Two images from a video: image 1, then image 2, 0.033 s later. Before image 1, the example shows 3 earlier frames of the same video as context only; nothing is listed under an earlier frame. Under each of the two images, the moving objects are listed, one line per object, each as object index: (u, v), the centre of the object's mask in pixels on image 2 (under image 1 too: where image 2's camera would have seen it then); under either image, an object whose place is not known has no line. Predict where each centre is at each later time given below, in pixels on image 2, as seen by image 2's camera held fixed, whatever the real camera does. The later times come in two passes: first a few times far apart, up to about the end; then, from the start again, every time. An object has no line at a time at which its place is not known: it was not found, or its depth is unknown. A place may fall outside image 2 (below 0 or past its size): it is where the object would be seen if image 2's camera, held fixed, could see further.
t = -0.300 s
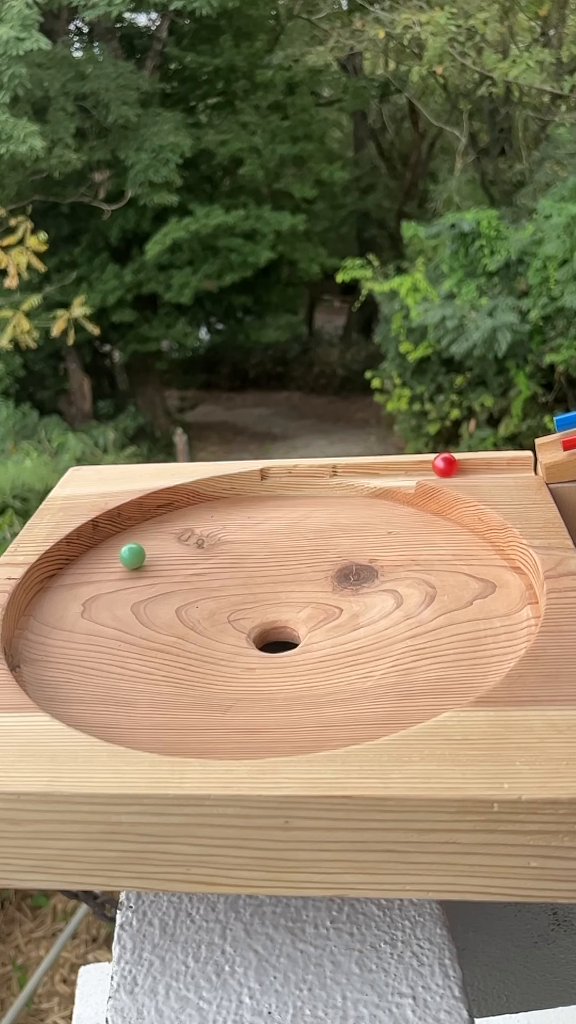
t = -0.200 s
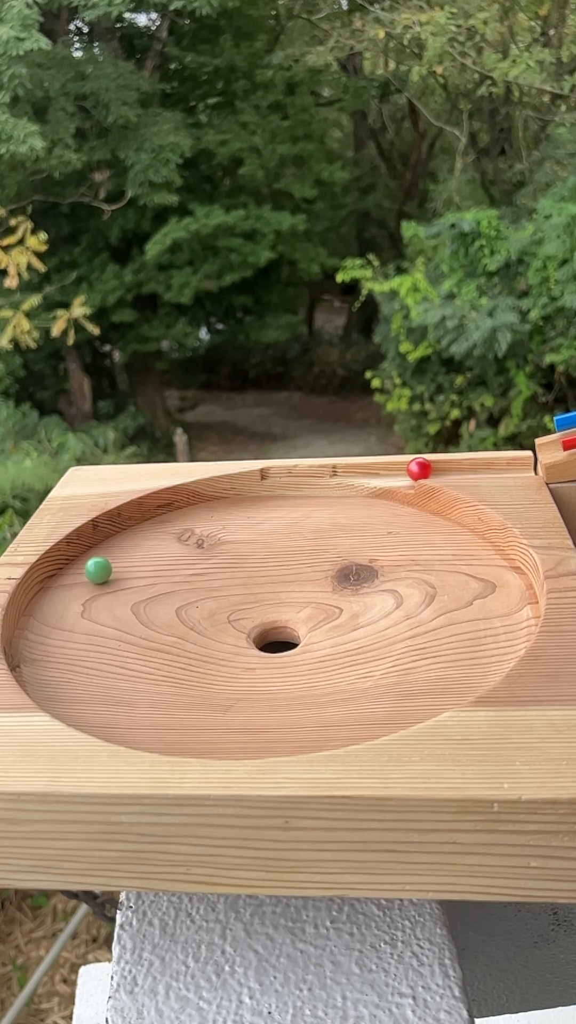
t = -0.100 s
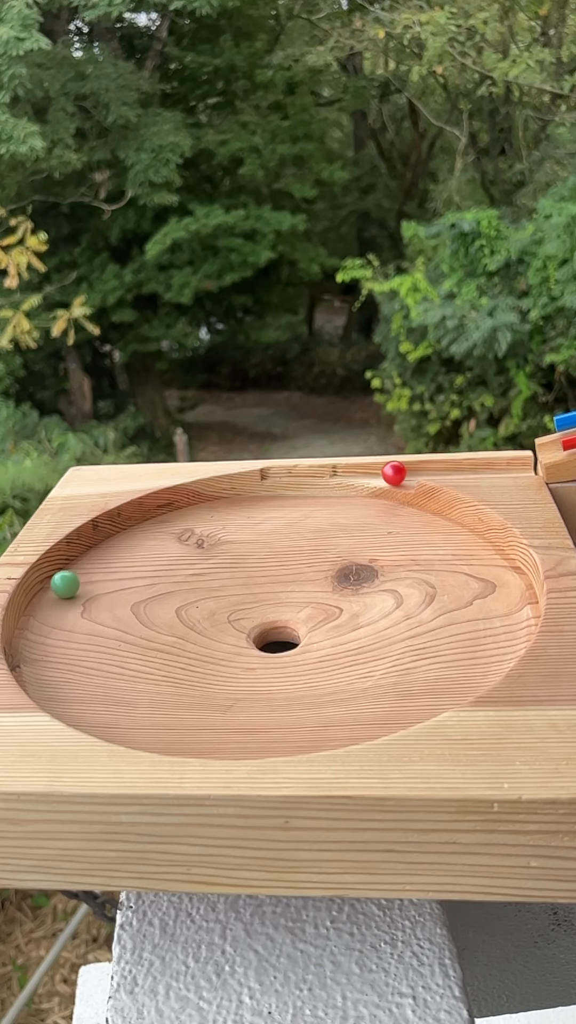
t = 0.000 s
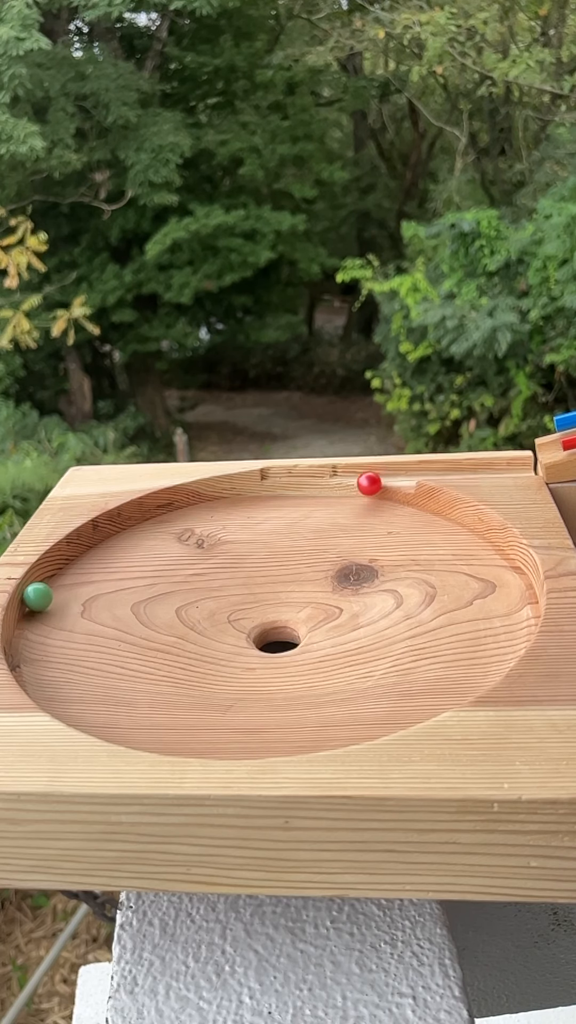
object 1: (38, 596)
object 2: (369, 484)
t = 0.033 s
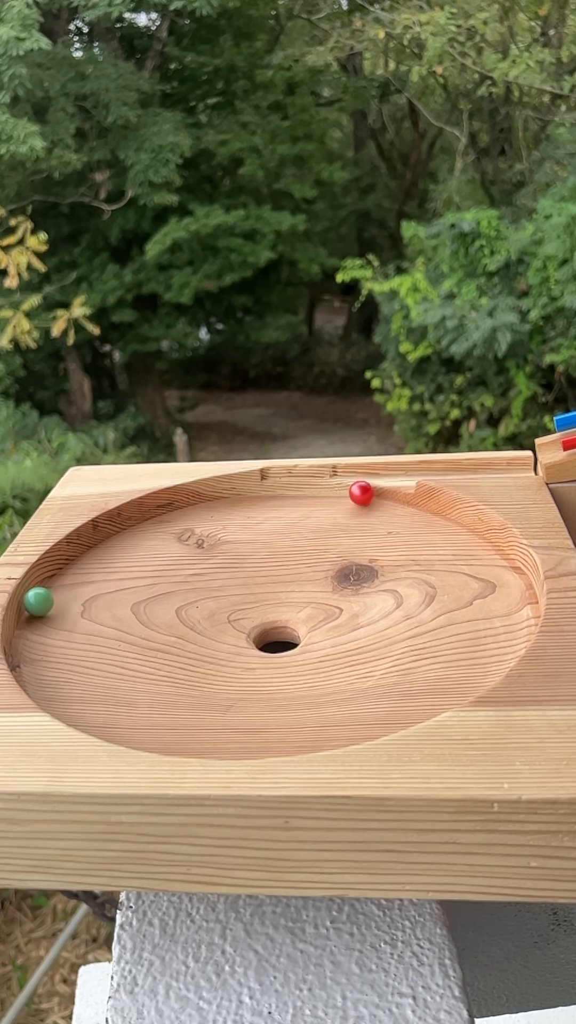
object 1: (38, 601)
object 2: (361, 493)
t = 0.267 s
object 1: (55, 639)
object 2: (295, 521)
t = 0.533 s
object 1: (114, 671)
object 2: (212, 576)
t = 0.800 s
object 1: (211, 687)
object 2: (140, 637)
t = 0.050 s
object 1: (39, 605)
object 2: (356, 493)
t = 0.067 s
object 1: (39, 607)
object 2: (352, 494)
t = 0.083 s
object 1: (40, 609)
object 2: (347, 497)
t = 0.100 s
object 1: (40, 613)
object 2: (343, 499)
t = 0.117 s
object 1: (40, 615)
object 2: (338, 503)
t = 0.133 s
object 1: (41, 618)
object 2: (333, 503)
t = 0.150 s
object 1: (42, 621)
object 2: (328, 504)
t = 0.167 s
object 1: (43, 624)
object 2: (324, 506)
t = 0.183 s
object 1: (45, 626)
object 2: (319, 509)
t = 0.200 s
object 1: (46, 629)
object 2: (315, 512)
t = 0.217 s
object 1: (48, 631)
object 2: (310, 514)
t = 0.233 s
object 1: (51, 634)
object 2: (305, 516)
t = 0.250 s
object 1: (53, 636)
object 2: (300, 519)
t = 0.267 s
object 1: (55, 639)
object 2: (295, 521)
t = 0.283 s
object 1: (58, 641)
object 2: (290, 524)
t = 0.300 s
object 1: (60, 643)
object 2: (285, 527)
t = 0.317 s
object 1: (63, 645)
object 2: (280, 530)
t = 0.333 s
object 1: (66, 647)
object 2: (275, 533)
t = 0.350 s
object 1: (69, 649)
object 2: (269, 536)
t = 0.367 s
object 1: (72, 651)
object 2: (264, 539)
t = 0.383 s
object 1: (76, 654)
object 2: (259, 543)
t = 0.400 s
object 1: (79, 656)
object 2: (254, 546)
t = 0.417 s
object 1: (83, 658)
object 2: (249, 549)
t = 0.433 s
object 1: (87, 660)
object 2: (243, 553)
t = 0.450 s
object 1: (91, 662)
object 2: (238, 557)
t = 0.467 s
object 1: (95, 664)
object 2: (233, 560)
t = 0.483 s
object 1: (100, 666)
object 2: (227, 564)
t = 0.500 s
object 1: (104, 667)
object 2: (222, 568)
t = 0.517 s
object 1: (109, 669)
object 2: (217, 572)
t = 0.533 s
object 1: (114, 671)
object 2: (212, 576)
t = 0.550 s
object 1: (119, 673)
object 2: (207, 580)
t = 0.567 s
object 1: (124, 674)
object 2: (202, 584)
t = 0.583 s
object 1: (129, 676)
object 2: (197, 589)
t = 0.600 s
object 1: (135, 677)
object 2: (192, 593)
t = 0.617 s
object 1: (140, 678)
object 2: (187, 597)
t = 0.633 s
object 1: (146, 679)
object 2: (182, 600)
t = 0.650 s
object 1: (151, 681)
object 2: (177, 605)
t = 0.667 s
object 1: (158, 682)
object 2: (173, 609)
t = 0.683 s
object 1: (164, 683)
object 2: (168, 613)
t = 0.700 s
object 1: (170, 684)
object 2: (164, 616)
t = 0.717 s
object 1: (176, 685)
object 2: (159, 620)
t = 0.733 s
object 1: (183, 685)
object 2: (156, 624)
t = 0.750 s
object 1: (190, 686)
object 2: (152, 627)
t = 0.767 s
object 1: (196, 686)
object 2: (148, 631)
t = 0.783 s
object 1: (204, 687)
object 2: (144, 634)
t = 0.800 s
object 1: (211, 687)
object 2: (140, 637)
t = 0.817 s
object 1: (218, 688)
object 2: (137, 641)
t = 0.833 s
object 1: (225, 688)
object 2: (134, 644)
